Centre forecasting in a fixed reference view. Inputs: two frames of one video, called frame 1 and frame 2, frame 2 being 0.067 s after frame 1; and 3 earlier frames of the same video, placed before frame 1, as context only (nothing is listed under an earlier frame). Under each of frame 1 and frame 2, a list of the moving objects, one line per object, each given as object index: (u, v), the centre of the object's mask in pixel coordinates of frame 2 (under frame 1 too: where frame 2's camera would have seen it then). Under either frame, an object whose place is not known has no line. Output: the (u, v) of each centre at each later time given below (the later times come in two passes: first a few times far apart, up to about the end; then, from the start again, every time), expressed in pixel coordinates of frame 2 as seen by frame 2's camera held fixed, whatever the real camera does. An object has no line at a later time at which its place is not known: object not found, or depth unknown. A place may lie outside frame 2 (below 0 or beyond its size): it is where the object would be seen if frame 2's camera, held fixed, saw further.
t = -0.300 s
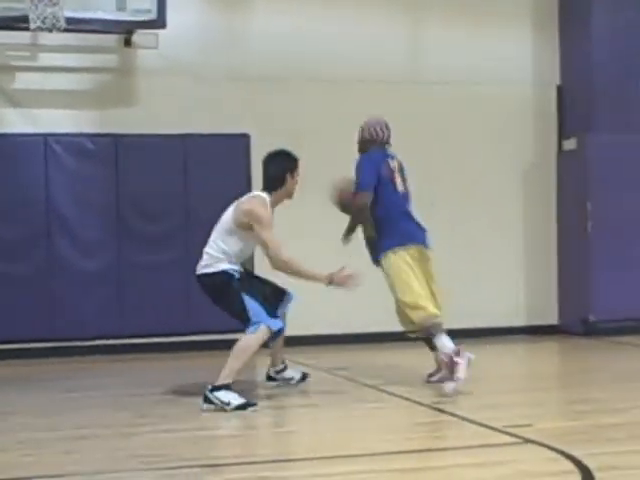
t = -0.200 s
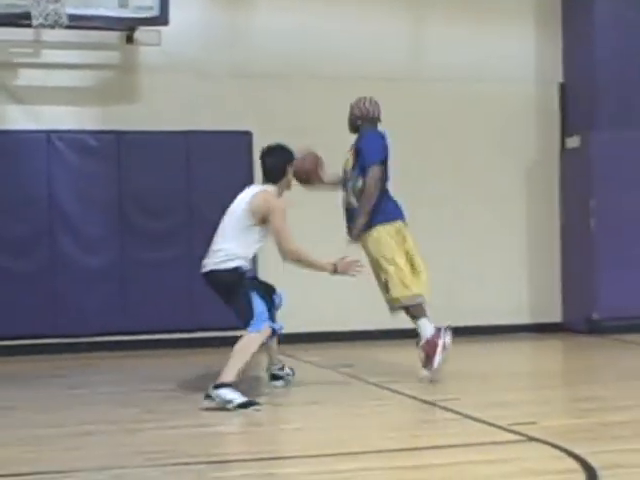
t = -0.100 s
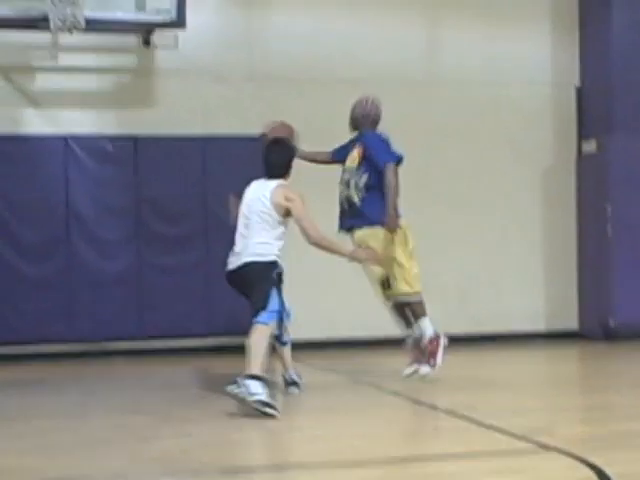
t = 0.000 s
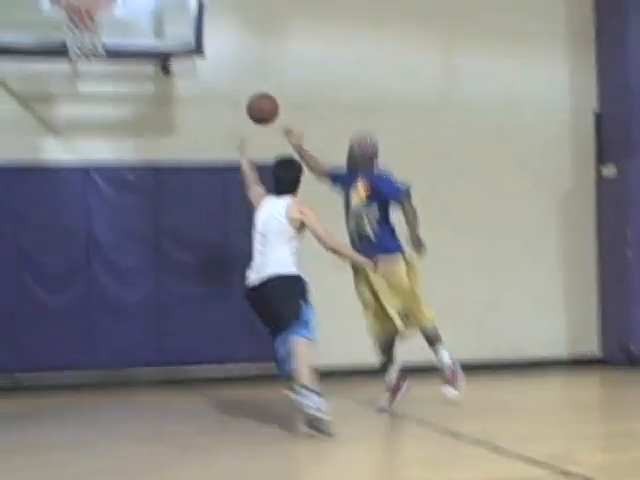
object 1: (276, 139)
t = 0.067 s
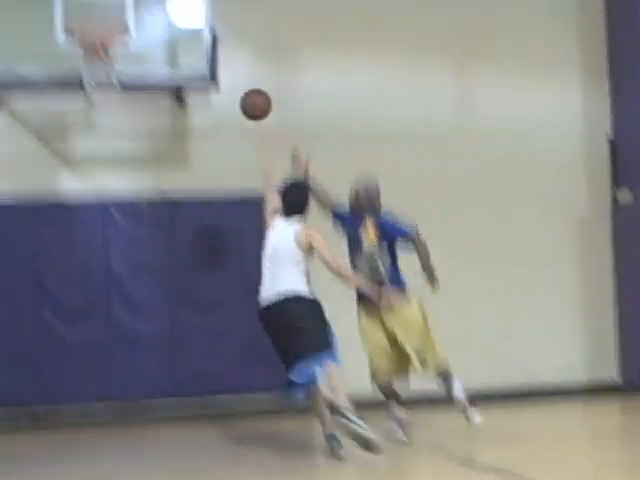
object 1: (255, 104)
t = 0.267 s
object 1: (195, 40)
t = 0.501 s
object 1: (146, 16)
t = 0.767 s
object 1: (108, 18)
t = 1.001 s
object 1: (82, 49)
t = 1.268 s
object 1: (99, 94)
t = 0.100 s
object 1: (245, 90)
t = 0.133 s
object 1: (235, 75)
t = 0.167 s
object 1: (224, 62)
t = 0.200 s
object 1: (215, 54)
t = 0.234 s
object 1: (206, 47)
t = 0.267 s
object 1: (195, 40)
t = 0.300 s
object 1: (187, 36)
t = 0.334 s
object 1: (178, 32)
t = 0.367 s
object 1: (168, 29)
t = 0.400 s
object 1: (160, 27)
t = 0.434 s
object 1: (155, 22)
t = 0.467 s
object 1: (151, 18)
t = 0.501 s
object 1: (146, 16)
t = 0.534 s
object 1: (141, 15)
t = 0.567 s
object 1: (137, 16)
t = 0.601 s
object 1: (132, 17)
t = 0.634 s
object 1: (128, 15)
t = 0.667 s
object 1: (123, 14)
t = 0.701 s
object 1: (118, 13)
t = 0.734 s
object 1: (113, 14)
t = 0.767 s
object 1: (108, 18)
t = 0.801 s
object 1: (104, 21)
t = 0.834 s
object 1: (100, 23)
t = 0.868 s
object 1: (97, 25)
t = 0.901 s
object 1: (93, 31)
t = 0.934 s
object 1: (91, 36)
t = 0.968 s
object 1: (87, 43)
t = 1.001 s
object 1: (82, 49)
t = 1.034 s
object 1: (87, 56)
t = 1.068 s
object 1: (89, 62)
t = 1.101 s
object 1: (90, 63)
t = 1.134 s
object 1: (92, 65)
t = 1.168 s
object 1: (93, 67)
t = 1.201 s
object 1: (93, 71)
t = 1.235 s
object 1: (96, 71)
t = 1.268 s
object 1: (99, 94)
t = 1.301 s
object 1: (103, 96)
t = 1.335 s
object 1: (106, 99)
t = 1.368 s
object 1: (109, 103)
